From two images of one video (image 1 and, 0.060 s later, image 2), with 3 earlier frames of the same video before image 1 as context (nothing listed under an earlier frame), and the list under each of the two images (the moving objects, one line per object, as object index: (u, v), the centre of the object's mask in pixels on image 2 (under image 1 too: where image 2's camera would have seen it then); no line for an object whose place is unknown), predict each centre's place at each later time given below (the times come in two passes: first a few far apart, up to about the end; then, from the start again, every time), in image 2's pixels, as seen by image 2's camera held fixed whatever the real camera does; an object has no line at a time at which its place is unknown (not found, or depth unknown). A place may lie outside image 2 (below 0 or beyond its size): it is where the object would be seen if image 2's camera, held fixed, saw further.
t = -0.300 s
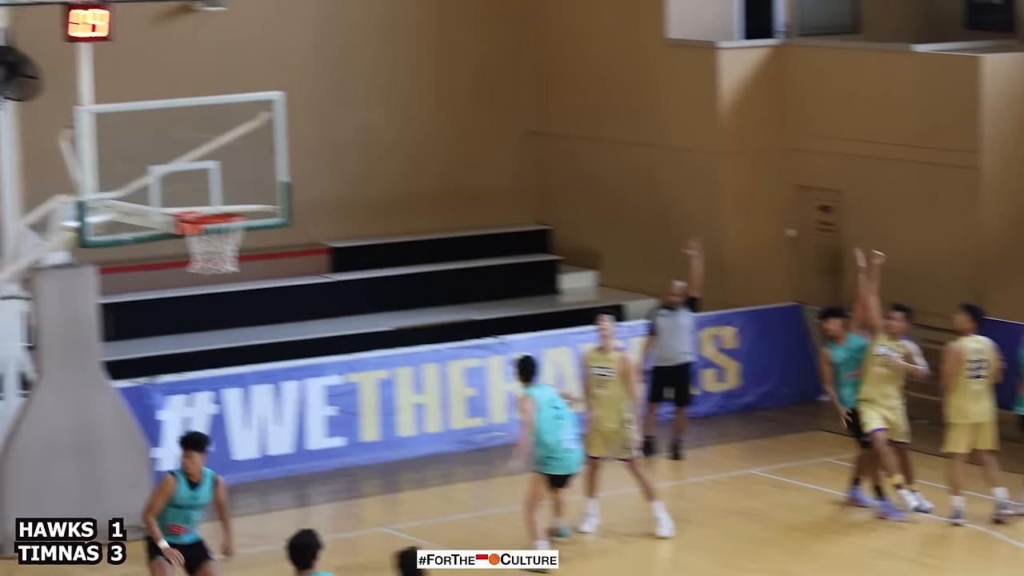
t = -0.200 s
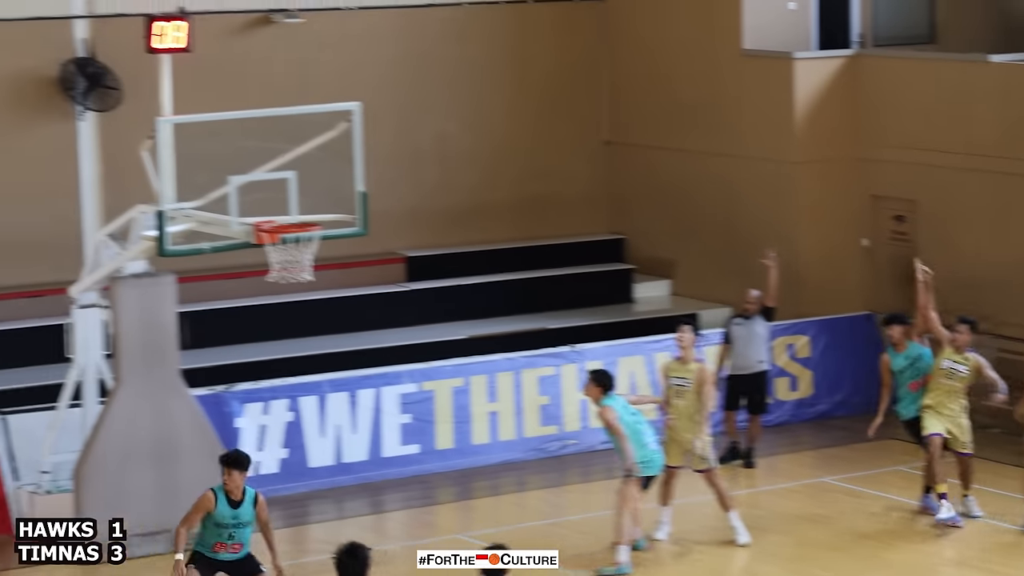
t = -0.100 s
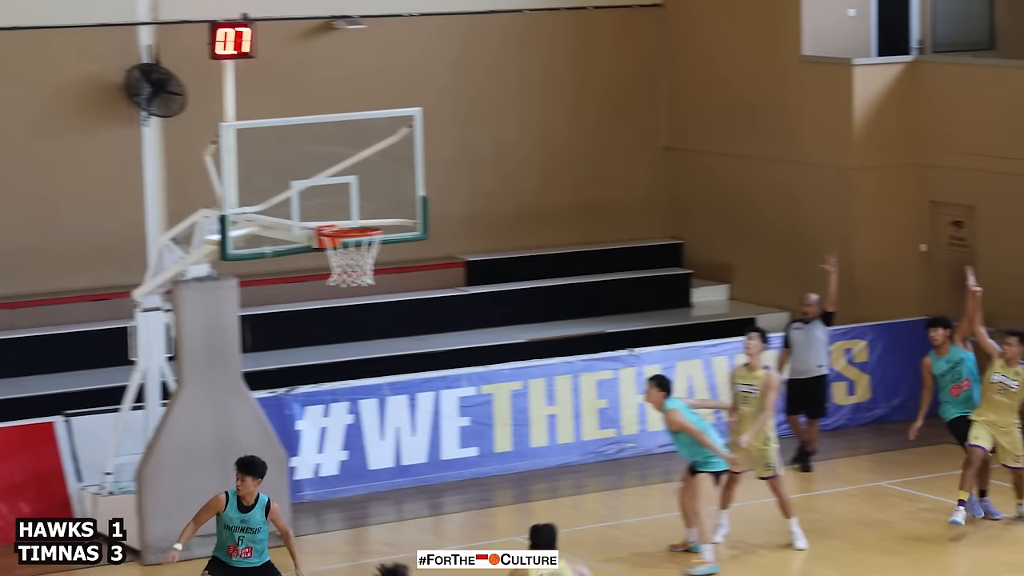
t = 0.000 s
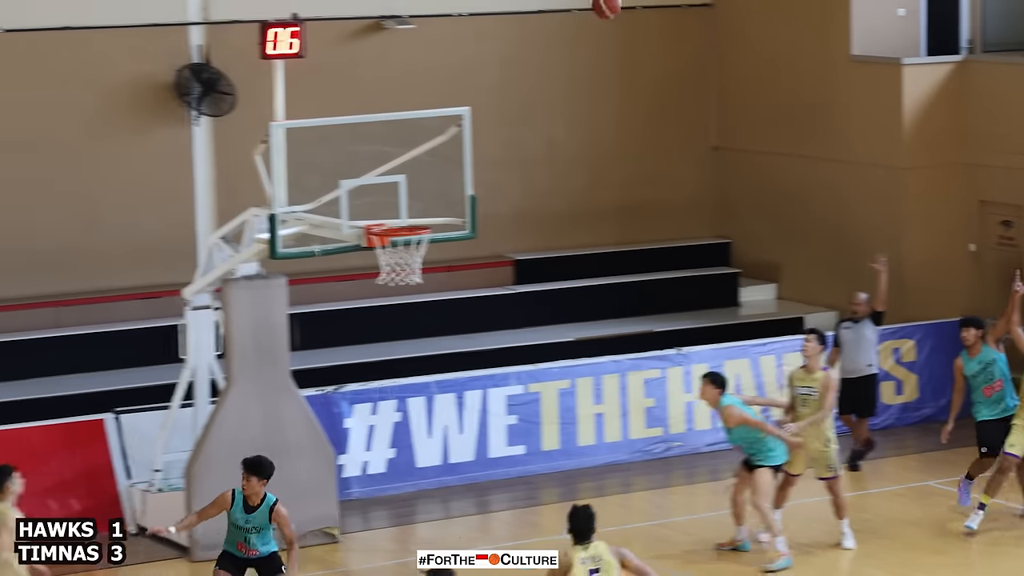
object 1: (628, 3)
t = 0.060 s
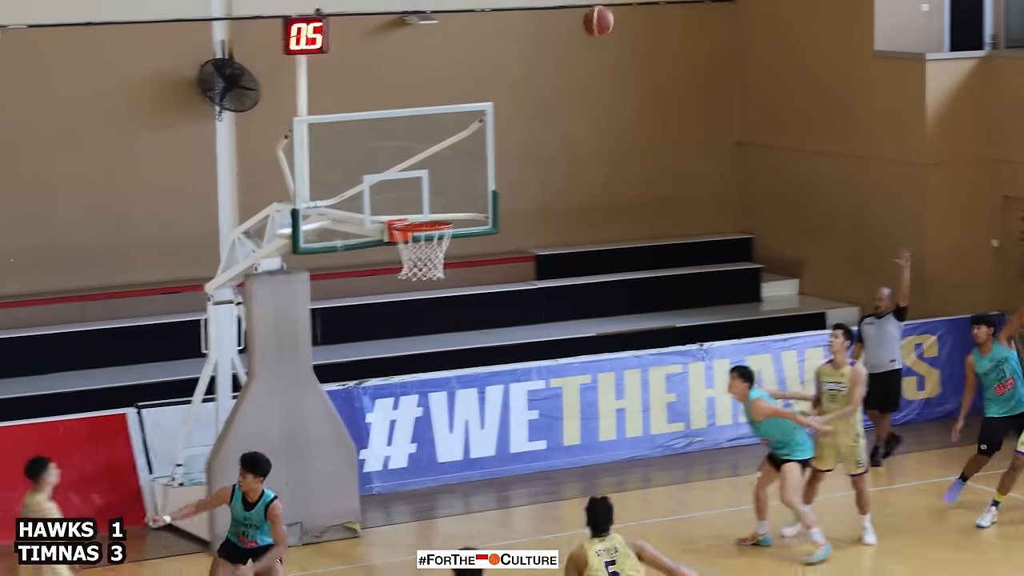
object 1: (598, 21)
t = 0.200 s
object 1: (527, 91)
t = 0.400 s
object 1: (423, 232)
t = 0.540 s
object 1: (382, 298)
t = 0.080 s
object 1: (588, 29)
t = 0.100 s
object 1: (579, 38)
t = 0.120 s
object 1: (569, 47)
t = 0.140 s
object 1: (558, 57)
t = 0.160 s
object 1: (549, 67)
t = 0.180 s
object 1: (537, 80)
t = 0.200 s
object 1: (527, 91)
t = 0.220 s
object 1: (517, 103)
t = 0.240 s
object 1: (507, 115)
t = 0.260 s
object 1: (496, 129)
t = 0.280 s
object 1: (485, 142)
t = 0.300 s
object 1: (474, 155)
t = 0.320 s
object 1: (463, 169)
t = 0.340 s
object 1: (454, 184)
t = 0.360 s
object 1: (444, 199)
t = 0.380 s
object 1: (433, 214)
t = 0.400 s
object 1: (423, 232)
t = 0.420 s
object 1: (413, 249)
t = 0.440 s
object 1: (405, 260)
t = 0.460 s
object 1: (400, 268)
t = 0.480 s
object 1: (395, 273)
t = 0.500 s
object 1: (391, 280)
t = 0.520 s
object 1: (387, 289)
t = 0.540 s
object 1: (382, 298)
